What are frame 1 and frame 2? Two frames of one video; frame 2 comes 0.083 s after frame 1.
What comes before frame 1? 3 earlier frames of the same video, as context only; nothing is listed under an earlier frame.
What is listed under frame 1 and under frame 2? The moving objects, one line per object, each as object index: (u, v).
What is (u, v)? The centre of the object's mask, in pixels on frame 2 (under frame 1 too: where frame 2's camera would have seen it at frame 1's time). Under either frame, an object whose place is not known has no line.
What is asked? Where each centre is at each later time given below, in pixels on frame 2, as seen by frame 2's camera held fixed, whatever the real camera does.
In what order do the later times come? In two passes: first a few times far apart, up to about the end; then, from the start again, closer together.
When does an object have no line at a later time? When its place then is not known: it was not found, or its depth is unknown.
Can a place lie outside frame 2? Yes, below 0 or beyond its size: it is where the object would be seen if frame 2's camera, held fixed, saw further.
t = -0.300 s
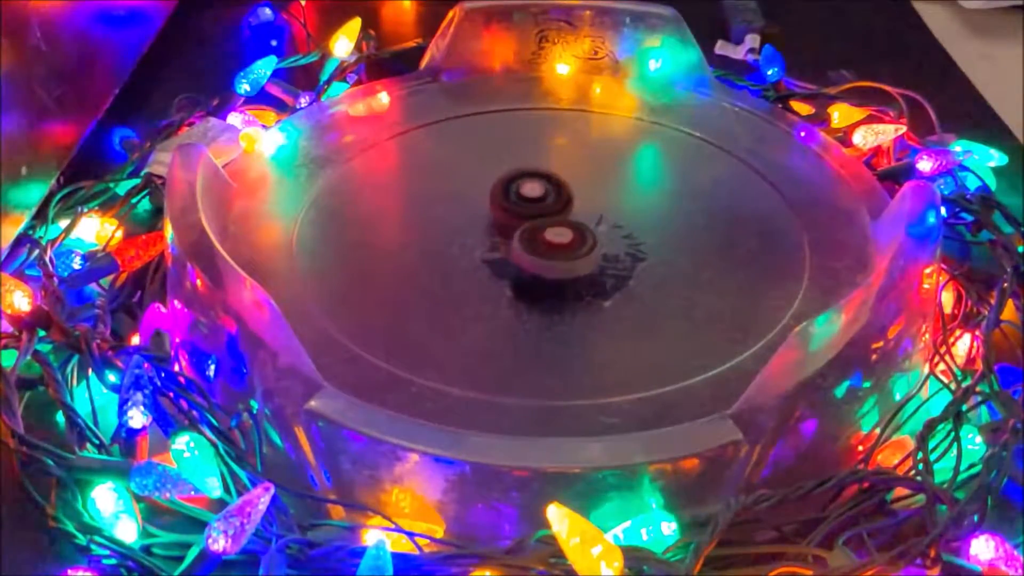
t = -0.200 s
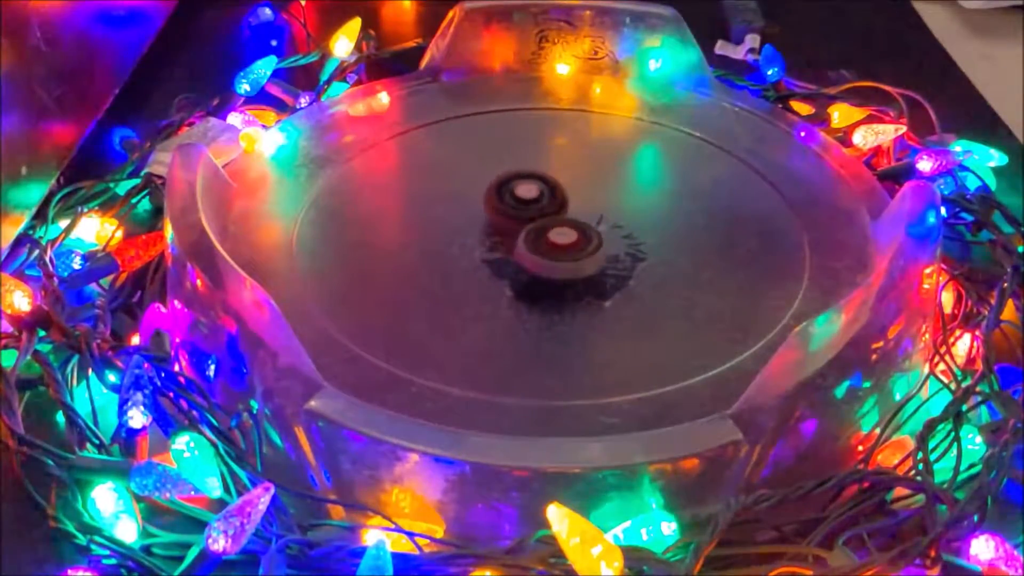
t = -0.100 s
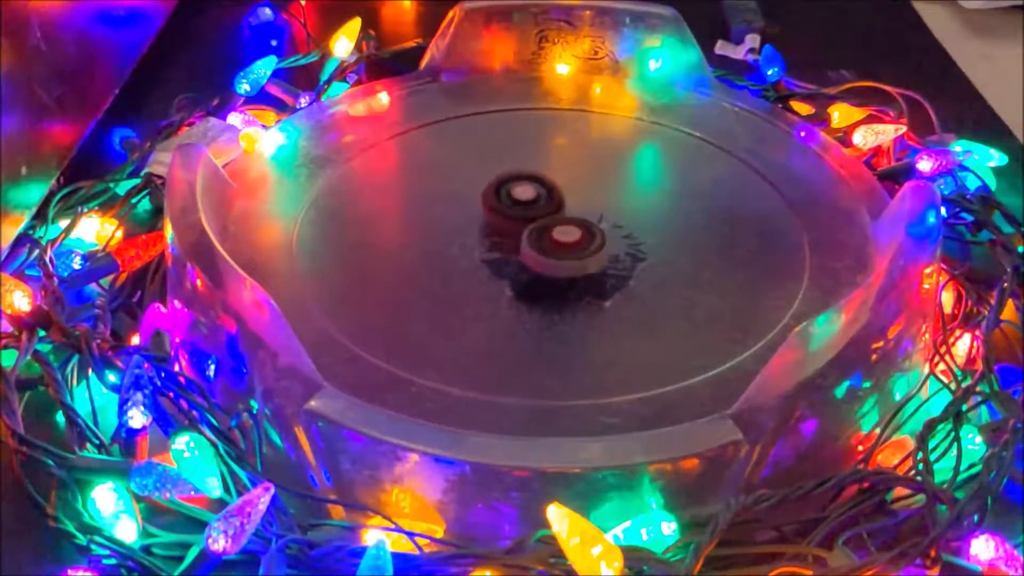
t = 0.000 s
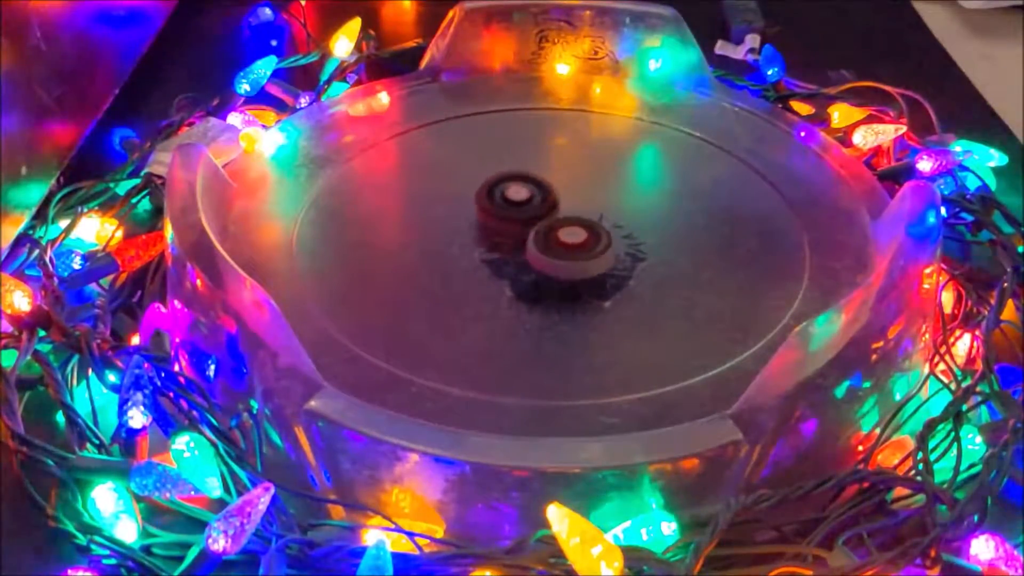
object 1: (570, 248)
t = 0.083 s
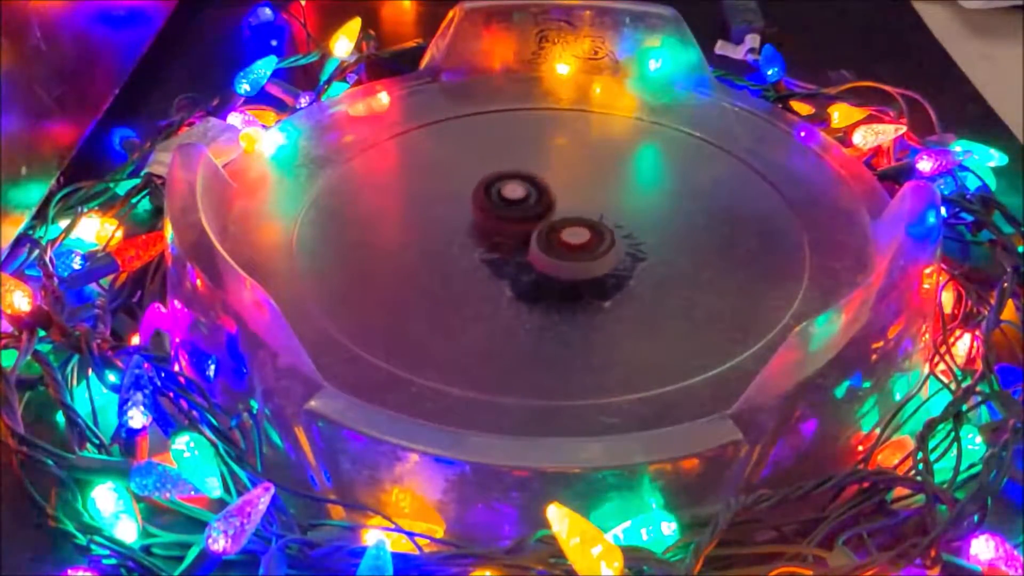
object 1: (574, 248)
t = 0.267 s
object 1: (577, 244)
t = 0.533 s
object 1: (585, 243)
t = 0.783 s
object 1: (581, 238)
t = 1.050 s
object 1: (577, 236)
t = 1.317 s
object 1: (573, 235)
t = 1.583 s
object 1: (573, 233)
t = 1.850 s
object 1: (574, 230)
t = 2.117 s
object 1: (578, 227)
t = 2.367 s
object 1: (580, 222)
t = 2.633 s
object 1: (582, 219)
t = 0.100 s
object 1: (574, 248)
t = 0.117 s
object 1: (575, 248)
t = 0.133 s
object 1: (575, 248)
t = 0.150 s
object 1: (575, 248)
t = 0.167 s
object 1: (576, 247)
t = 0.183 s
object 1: (576, 247)
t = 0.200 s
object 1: (577, 246)
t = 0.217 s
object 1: (577, 246)
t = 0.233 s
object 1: (577, 245)
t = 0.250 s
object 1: (577, 245)
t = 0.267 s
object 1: (577, 244)
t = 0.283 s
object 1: (578, 244)
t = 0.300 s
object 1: (580, 245)
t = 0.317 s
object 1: (580, 245)
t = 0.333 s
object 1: (581, 245)
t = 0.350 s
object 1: (582, 245)
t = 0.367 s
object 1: (582, 245)
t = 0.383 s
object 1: (582, 245)
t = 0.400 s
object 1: (582, 244)
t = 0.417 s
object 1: (582, 244)
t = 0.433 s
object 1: (582, 244)
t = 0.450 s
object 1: (582, 243)
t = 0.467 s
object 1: (582, 243)
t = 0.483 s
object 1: (582, 243)
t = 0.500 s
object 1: (583, 243)
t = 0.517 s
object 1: (584, 243)
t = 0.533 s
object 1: (585, 243)
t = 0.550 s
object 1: (585, 243)
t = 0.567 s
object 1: (585, 243)
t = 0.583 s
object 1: (585, 243)
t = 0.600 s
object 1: (585, 243)
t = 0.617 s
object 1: (585, 242)
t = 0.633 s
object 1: (585, 242)
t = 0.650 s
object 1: (584, 242)
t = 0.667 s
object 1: (584, 241)
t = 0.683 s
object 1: (584, 241)
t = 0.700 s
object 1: (584, 240)
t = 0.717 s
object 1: (584, 240)
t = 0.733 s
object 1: (584, 240)
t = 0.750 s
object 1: (583, 239)
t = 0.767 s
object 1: (582, 239)
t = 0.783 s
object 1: (581, 238)
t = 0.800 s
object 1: (581, 238)
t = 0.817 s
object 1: (580, 238)
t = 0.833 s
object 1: (580, 238)
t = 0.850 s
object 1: (580, 238)
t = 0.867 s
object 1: (580, 238)
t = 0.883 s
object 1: (579, 237)
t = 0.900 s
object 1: (579, 237)
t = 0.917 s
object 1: (579, 237)
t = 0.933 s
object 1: (579, 237)
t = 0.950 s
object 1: (578, 237)
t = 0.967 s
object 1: (578, 237)
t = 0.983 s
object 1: (578, 236)
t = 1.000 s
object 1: (578, 236)
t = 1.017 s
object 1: (577, 236)
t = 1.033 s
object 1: (577, 236)
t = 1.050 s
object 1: (577, 236)
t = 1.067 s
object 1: (577, 236)
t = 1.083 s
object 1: (576, 236)
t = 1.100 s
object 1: (576, 236)
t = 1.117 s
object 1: (576, 236)
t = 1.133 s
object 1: (575, 236)
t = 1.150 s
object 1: (575, 236)
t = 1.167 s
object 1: (575, 236)
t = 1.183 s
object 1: (574, 236)
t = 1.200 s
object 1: (574, 236)
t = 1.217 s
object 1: (574, 236)
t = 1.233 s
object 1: (574, 236)
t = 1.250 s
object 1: (574, 236)
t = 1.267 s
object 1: (574, 235)
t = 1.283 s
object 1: (574, 235)
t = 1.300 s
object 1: (574, 235)
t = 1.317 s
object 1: (573, 235)
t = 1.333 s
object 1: (573, 235)
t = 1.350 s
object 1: (573, 235)
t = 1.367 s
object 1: (573, 235)
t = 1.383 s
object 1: (572, 235)
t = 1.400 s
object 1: (572, 235)
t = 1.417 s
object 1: (572, 234)
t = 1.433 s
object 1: (571, 234)
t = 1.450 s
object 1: (572, 234)
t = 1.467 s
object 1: (572, 234)
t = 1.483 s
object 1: (573, 234)
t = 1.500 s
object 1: (573, 234)
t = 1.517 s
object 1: (573, 234)
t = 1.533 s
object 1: (573, 234)
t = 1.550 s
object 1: (573, 234)
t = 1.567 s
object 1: (573, 233)
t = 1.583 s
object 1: (573, 233)
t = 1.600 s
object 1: (573, 233)
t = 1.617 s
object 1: (572, 233)
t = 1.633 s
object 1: (572, 233)
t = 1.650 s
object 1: (572, 233)
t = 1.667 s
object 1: (571, 233)
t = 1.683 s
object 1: (571, 233)
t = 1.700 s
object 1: (571, 233)
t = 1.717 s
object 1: (571, 233)
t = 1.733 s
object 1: (573, 232)
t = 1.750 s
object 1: (574, 231)
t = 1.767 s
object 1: (575, 231)
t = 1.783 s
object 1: (575, 231)
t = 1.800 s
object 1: (574, 231)
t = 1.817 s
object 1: (574, 230)
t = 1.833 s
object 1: (574, 230)
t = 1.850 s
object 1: (574, 230)
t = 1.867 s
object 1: (574, 230)
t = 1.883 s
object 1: (574, 229)
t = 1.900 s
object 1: (574, 230)
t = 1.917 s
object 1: (574, 230)
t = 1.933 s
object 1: (574, 230)
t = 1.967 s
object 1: (574, 230)
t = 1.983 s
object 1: (573, 230)
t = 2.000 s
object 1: (576, 229)
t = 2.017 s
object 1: (578, 228)
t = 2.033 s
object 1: (578, 228)
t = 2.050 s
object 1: (579, 228)
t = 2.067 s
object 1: (579, 228)
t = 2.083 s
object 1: (578, 228)
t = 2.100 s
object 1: (578, 227)
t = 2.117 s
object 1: (578, 227)
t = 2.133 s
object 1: (578, 227)
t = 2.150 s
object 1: (577, 227)
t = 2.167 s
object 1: (577, 227)
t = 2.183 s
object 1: (577, 226)
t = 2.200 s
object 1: (578, 226)
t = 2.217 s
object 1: (581, 225)
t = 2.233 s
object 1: (581, 225)
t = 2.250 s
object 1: (581, 224)
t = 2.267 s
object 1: (582, 224)
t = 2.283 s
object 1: (582, 224)
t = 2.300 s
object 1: (582, 223)
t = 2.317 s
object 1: (581, 223)
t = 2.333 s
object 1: (581, 223)
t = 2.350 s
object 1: (581, 223)
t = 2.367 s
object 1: (580, 222)
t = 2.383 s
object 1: (581, 222)
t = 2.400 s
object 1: (580, 222)
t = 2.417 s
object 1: (580, 222)
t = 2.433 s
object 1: (579, 222)
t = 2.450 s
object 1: (579, 222)
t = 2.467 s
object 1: (578, 222)
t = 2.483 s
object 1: (578, 222)
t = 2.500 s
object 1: (581, 221)
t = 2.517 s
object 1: (583, 220)
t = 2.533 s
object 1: (583, 220)
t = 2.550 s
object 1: (583, 220)
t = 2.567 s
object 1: (583, 219)
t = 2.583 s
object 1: (583, 219)
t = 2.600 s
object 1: (583, 219)
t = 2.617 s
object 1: (583, 219)
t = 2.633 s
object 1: (582, 219)
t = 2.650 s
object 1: (582, 218)
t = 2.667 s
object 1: (581, 218)
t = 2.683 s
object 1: (581, 218)
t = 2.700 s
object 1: (580, 218)
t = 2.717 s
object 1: (580, 218)
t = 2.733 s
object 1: (579, 218)
